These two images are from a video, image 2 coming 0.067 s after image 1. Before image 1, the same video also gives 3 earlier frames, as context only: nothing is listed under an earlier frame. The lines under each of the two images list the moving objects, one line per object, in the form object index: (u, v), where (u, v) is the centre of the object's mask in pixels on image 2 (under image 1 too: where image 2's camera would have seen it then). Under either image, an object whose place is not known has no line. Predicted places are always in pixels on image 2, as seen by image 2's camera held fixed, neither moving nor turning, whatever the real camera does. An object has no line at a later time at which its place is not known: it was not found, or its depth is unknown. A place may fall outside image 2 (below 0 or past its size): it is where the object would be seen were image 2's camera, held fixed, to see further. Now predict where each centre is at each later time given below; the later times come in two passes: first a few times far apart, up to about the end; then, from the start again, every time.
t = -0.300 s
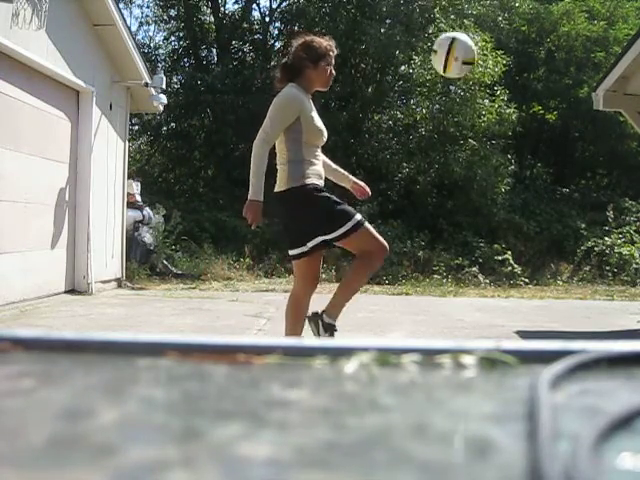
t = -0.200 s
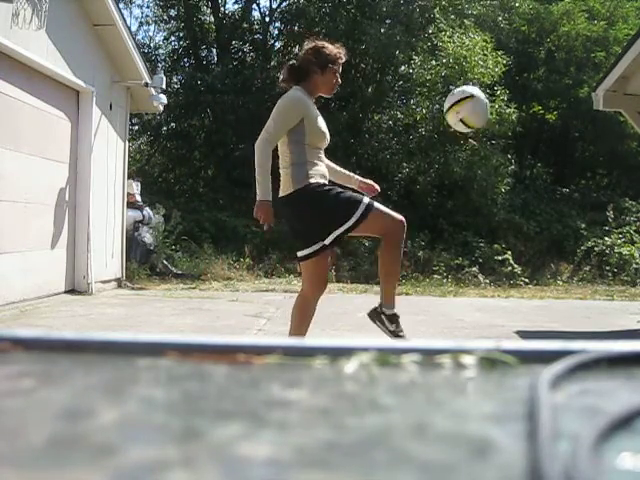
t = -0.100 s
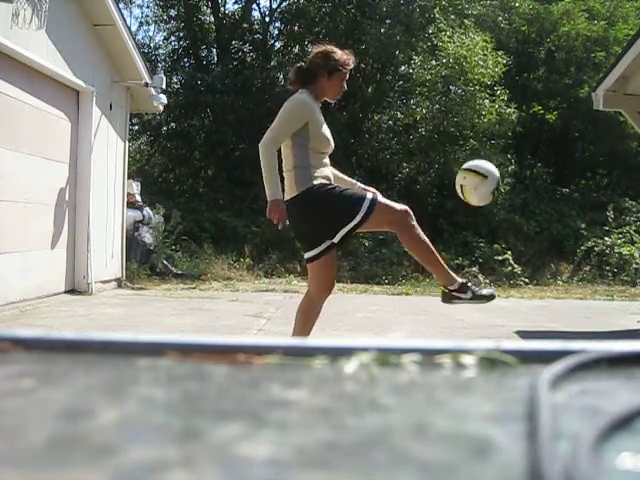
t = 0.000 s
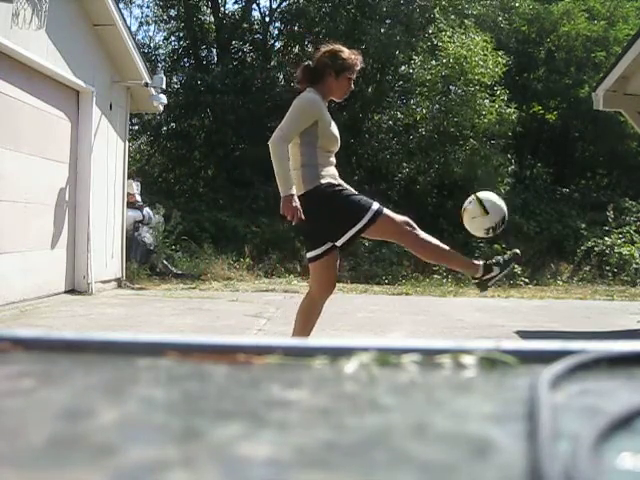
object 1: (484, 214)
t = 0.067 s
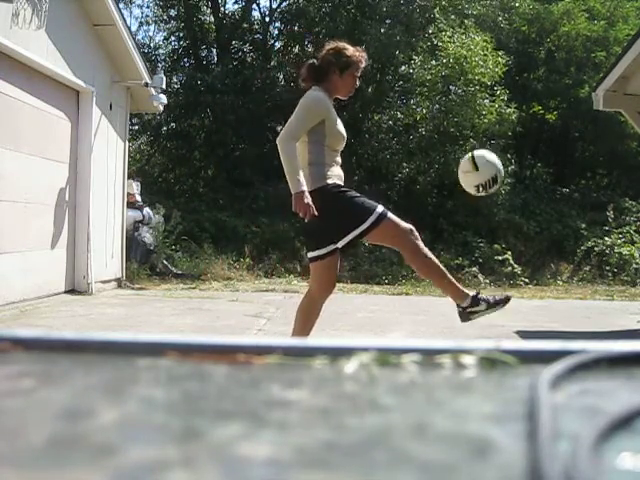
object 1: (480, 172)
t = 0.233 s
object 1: (469, 106)
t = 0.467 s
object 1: (451, 107)
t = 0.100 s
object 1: (478, 154)
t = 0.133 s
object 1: (476, 139)
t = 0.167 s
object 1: (474, 126)
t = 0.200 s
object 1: (472, 115)
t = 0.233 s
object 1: (469, 106)
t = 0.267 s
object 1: (467, 100)
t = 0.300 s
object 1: (465, 96)
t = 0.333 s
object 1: (462, 94)
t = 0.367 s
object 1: (459, 94)
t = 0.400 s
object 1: (457, 96)
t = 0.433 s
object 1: (454, 100)
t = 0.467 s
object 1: (451, 107)
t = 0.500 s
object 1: (448, 117)
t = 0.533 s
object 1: (445, 128)
